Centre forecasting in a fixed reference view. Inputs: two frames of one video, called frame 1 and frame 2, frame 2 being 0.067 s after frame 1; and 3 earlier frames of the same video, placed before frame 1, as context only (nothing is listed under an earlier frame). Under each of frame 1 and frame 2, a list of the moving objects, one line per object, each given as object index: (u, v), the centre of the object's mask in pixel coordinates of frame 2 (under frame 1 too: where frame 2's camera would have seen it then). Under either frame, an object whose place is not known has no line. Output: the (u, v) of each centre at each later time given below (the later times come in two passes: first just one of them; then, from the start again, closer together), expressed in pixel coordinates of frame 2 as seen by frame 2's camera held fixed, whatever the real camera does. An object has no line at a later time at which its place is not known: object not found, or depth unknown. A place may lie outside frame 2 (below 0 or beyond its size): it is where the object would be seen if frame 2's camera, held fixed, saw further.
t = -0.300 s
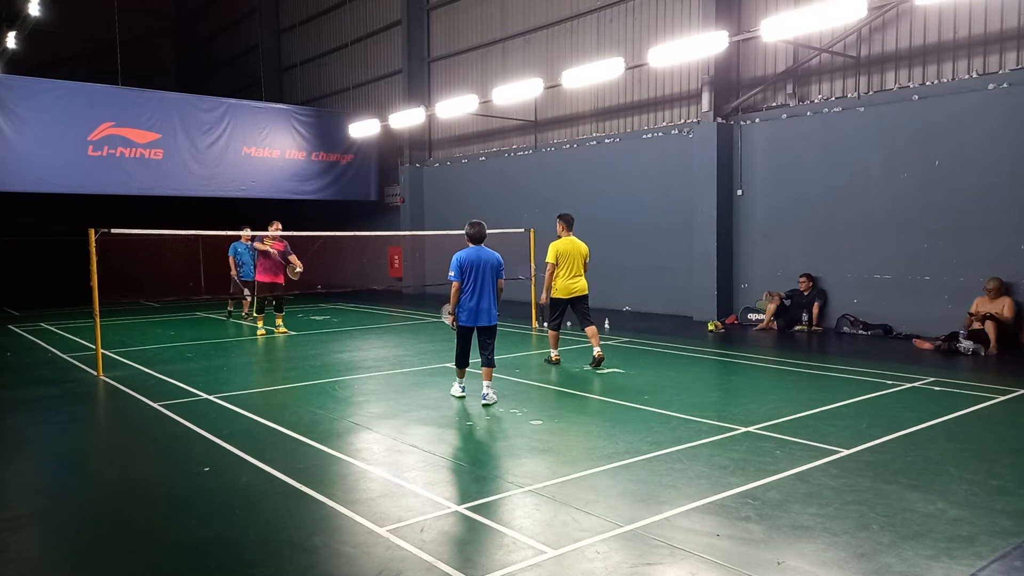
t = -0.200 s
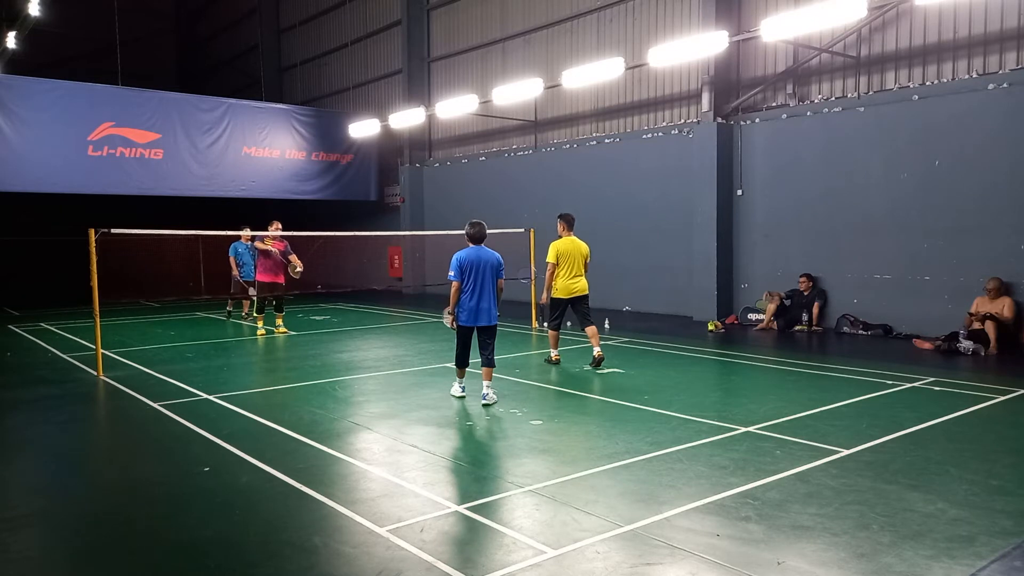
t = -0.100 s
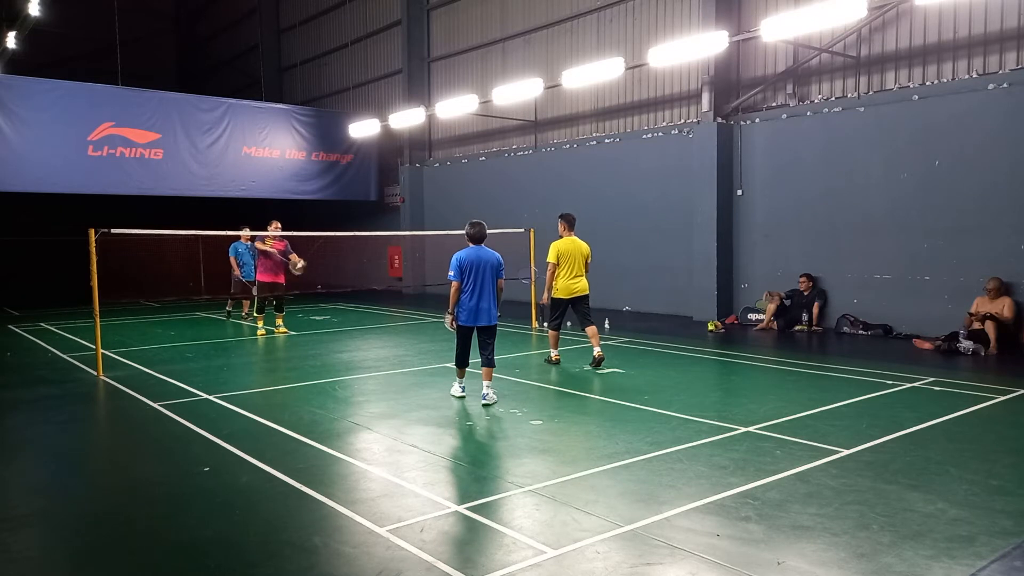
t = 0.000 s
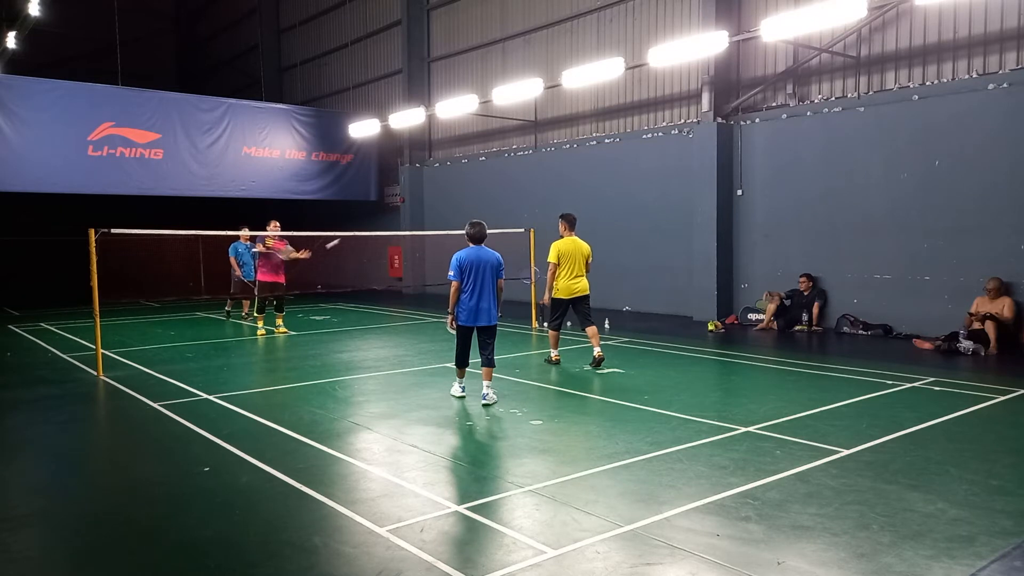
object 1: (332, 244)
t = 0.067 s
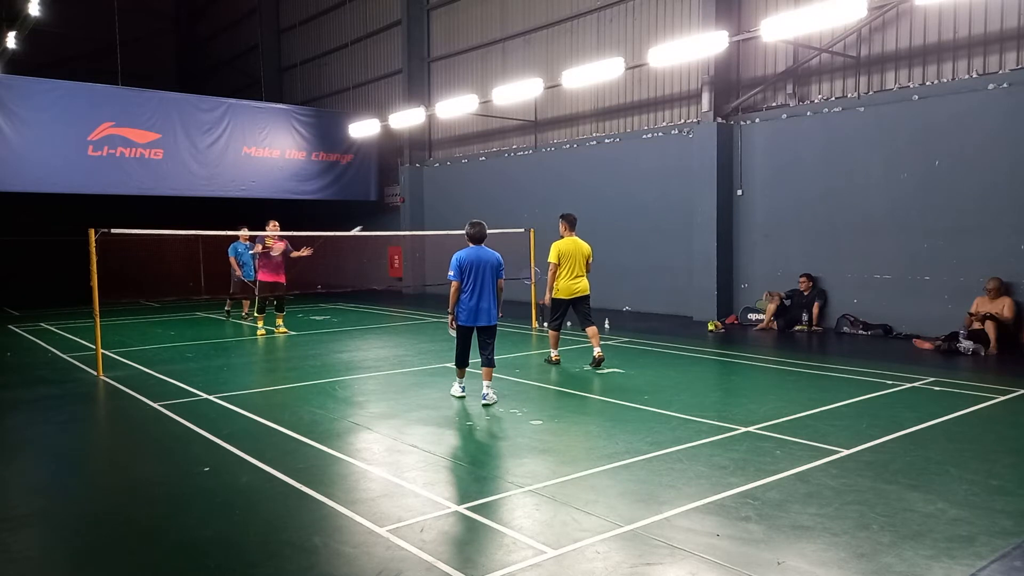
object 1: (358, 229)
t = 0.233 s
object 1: (404, 213)
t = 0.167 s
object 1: (386, 217)
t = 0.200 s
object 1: (394, 214)
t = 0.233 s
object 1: (404, 213)
